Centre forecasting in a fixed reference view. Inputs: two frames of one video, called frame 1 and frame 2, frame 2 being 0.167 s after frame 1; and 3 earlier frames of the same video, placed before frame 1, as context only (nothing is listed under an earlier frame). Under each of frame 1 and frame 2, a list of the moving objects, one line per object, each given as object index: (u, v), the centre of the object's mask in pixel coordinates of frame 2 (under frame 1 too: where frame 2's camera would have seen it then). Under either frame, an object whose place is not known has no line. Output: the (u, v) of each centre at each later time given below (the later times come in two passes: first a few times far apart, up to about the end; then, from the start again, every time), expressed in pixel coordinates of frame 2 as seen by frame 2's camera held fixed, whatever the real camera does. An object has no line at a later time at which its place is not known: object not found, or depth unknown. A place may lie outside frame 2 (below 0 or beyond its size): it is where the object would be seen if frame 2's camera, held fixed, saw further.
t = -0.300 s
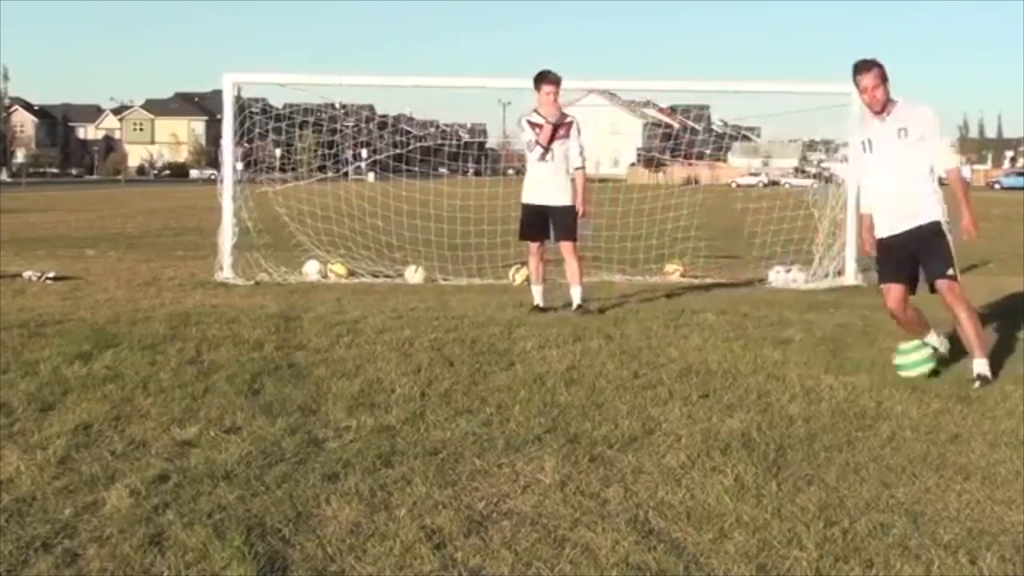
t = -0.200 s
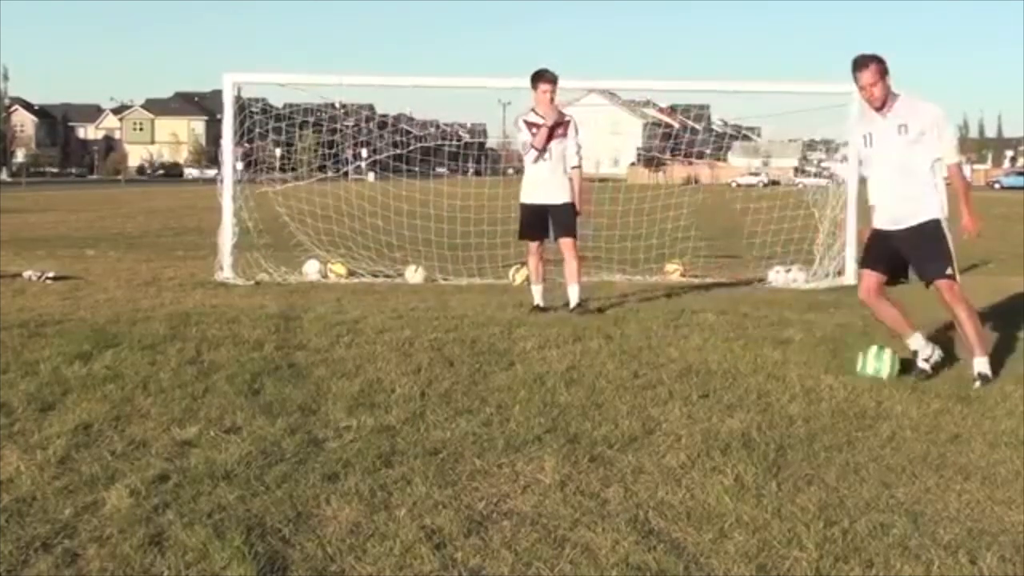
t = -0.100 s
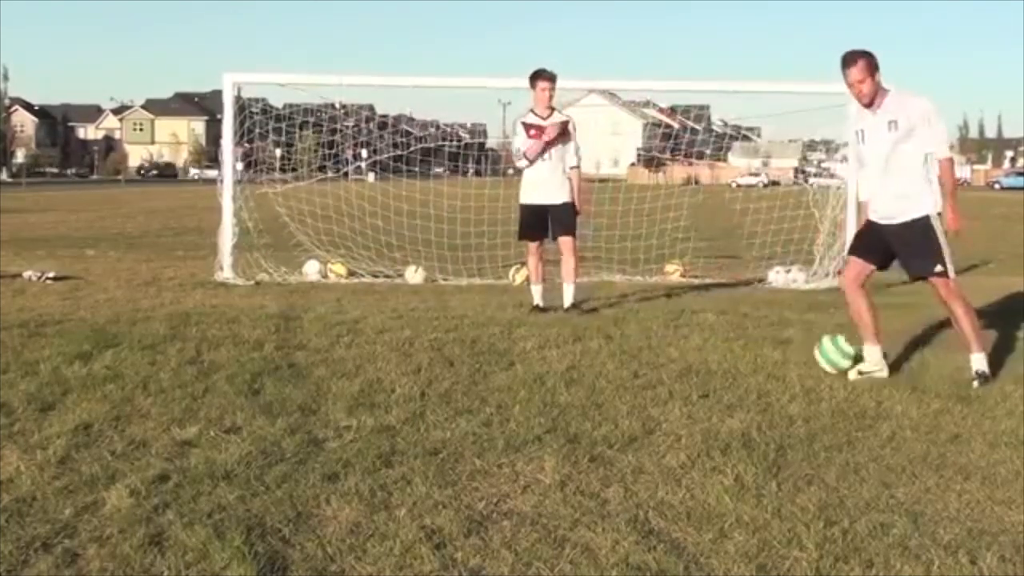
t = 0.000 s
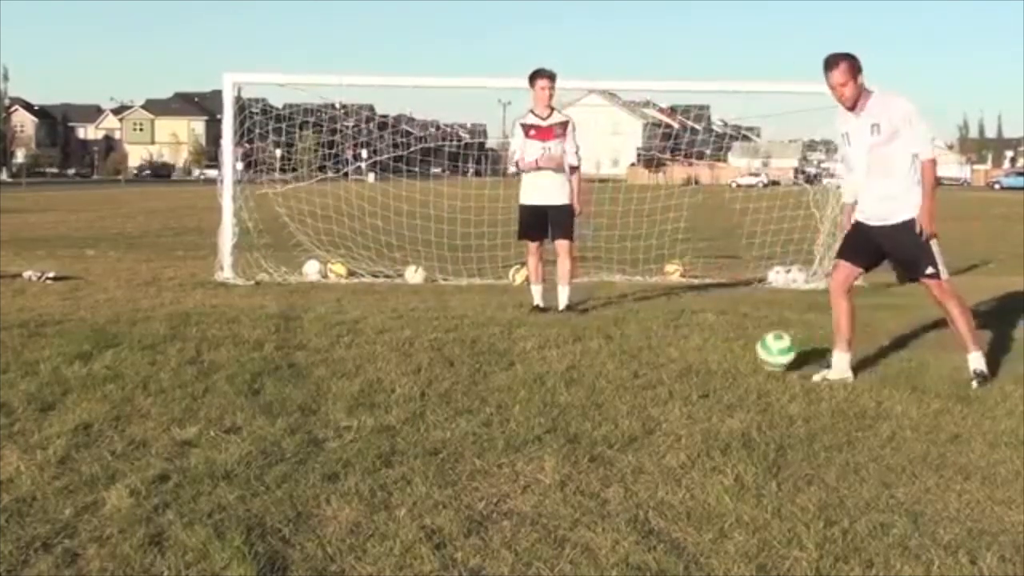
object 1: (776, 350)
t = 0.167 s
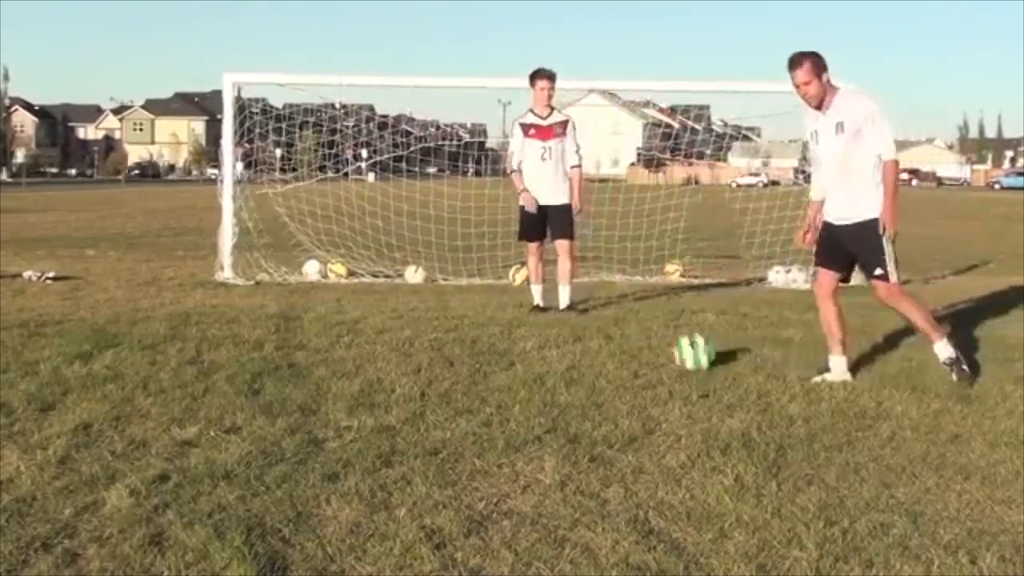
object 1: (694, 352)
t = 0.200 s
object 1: (681, 352)
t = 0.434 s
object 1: (602, 349)
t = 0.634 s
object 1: (546, 344)
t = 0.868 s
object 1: (485, 343)
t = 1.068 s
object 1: (446, 338)
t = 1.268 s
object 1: (410, 337)
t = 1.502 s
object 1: (379, 332)
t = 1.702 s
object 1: (360, 331)
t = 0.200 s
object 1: (681, 352)
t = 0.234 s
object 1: (668, 351)
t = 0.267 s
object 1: (656, 350)
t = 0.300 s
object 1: (646, 351)
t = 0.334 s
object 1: (635, 350)
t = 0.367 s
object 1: (623, 349)
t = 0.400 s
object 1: (613, 349)
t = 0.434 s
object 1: (602, 349)
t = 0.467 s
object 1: (593, 348)
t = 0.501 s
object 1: (584, 347)
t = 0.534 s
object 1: (574, 347)
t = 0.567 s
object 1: (565, 346)
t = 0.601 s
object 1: (556, 346)
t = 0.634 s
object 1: (546, 344)
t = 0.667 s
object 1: (537, 344)
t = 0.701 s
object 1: (529, 345)
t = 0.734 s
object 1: (520, 345)
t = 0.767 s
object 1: (511, 344)
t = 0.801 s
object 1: (502, 344)
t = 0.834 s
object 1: (494, 344)
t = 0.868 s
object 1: (485, 343)
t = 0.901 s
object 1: (478, 343)
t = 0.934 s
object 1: (471, 342)
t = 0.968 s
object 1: (463, 341)
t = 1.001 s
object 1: (458, 340)
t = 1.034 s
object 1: (451, 339)
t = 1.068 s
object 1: (446, 338)
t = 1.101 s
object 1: (439, 337)
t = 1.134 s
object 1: (432, 337)
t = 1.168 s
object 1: (427, 336)
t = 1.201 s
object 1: (421, 338)
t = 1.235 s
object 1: (416, 337)
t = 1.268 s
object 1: (410, 337)
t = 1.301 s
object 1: (405, 336)
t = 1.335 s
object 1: (400, 335)
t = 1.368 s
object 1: (395, 335)
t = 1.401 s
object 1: (391, 335)
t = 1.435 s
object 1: (386, 333)
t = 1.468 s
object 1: (383, 333)
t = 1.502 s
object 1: (379, 332)
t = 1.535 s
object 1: (376, 332)
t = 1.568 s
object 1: (371, 331)
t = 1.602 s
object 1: (368, 331)
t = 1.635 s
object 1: (365, 331)
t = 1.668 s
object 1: (363, 331)
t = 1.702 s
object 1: (360, 331)
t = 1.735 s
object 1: (357, 330)
